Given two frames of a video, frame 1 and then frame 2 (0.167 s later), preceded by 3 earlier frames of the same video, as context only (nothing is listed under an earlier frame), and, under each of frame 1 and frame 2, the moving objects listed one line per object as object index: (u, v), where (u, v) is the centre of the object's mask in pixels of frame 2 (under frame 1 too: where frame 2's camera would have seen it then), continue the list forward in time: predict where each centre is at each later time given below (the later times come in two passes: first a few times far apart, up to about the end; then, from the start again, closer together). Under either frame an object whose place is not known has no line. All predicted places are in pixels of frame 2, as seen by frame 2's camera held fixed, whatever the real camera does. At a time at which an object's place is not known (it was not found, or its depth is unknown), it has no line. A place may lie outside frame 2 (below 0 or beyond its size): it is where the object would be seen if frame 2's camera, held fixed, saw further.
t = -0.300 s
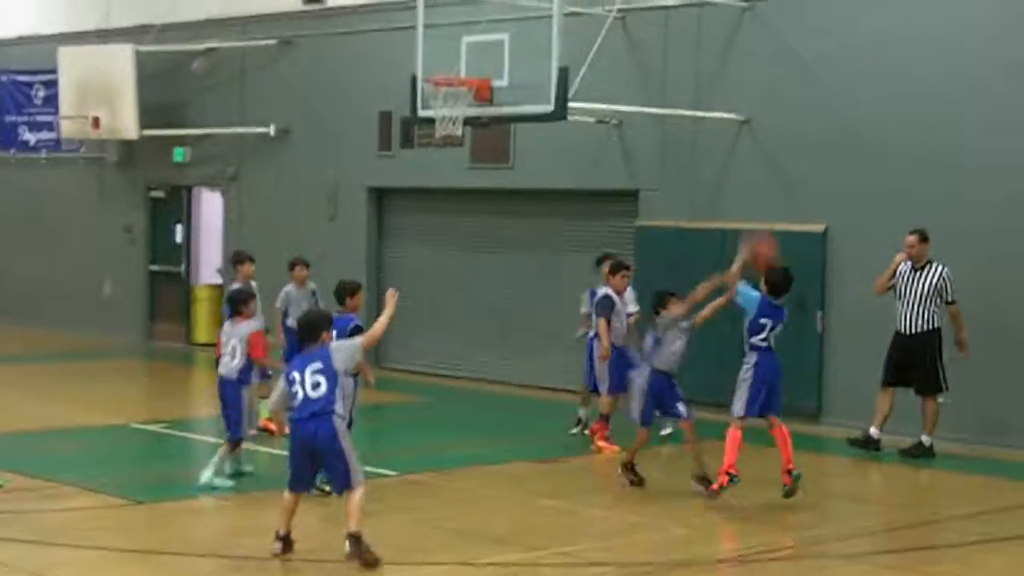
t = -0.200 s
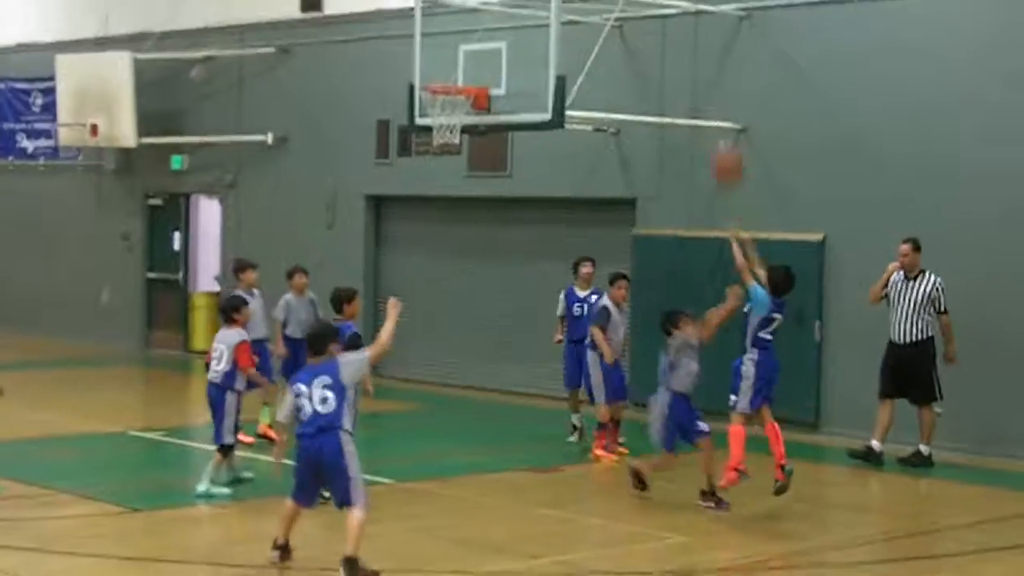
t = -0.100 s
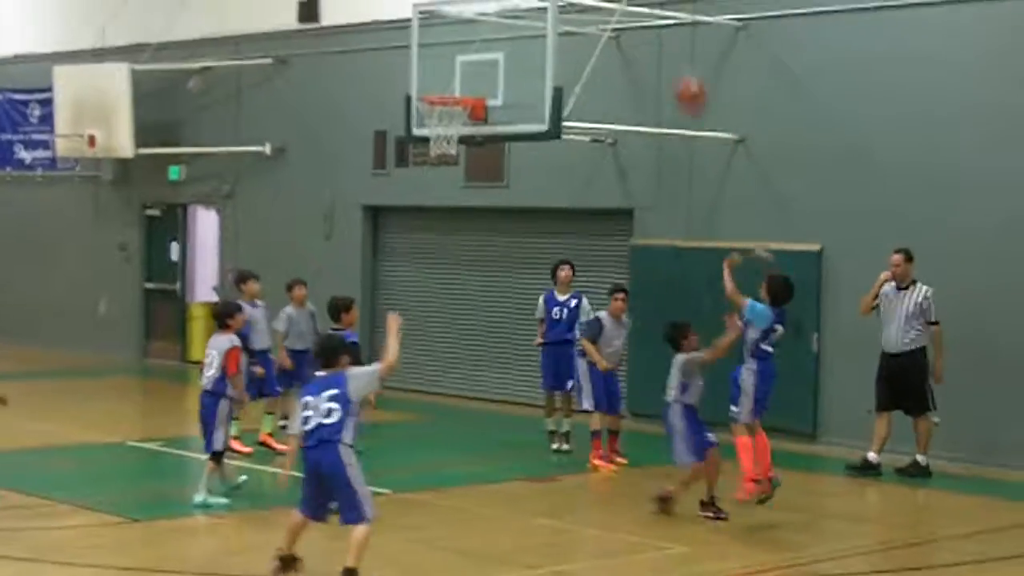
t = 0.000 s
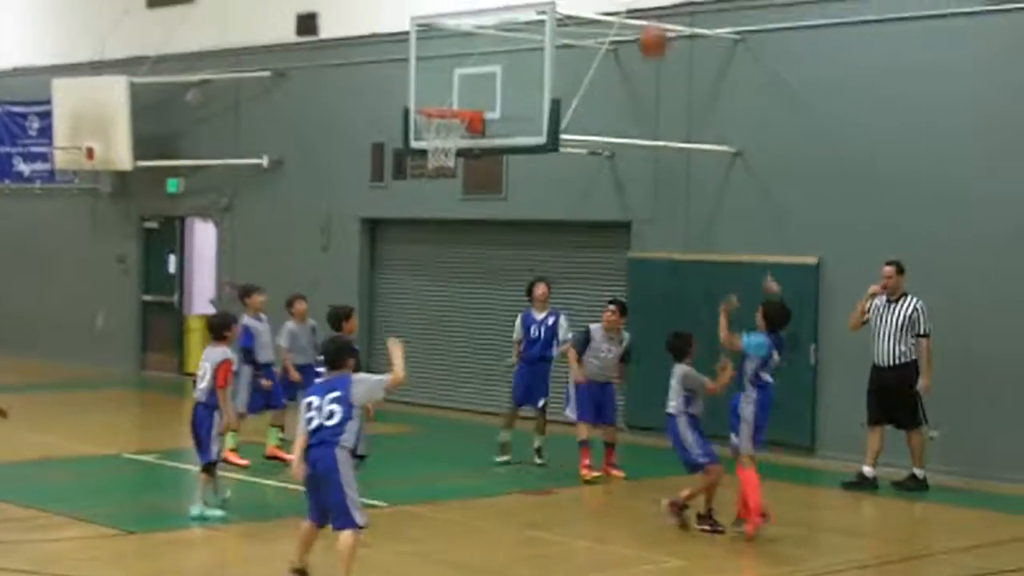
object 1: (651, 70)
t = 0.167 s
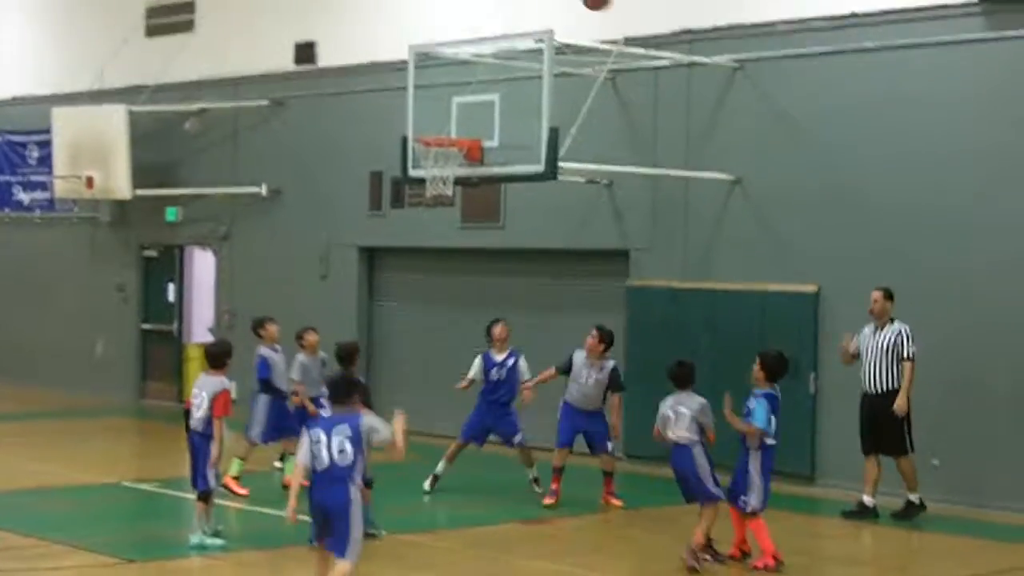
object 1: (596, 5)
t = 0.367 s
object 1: (533, -29)
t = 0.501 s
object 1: (494, -37)
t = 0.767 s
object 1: (418, 34)
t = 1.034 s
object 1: (351, 176)
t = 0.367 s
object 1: (533, -29)
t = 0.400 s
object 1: (524, -33)
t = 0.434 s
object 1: (514, -34)
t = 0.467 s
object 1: (502, -37)
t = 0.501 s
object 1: (494, -37)
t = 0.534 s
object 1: (484, -34)
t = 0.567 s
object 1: (475, -28)
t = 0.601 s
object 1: (465, -22)
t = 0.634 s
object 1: (457, -12)
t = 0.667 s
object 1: (447, -3)
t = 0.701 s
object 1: (437, 9)
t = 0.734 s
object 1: (428, 20)
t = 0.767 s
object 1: (418, 34)
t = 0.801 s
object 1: (410, 49)
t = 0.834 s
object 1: (400, 64)
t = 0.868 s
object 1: (393, 80)
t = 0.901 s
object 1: (385, 98)
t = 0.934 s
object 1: (375, 115)
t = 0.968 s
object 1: (367, 133)
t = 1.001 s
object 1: (359, 156)
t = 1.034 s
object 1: (351, 176)
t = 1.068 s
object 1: (343, 198)
